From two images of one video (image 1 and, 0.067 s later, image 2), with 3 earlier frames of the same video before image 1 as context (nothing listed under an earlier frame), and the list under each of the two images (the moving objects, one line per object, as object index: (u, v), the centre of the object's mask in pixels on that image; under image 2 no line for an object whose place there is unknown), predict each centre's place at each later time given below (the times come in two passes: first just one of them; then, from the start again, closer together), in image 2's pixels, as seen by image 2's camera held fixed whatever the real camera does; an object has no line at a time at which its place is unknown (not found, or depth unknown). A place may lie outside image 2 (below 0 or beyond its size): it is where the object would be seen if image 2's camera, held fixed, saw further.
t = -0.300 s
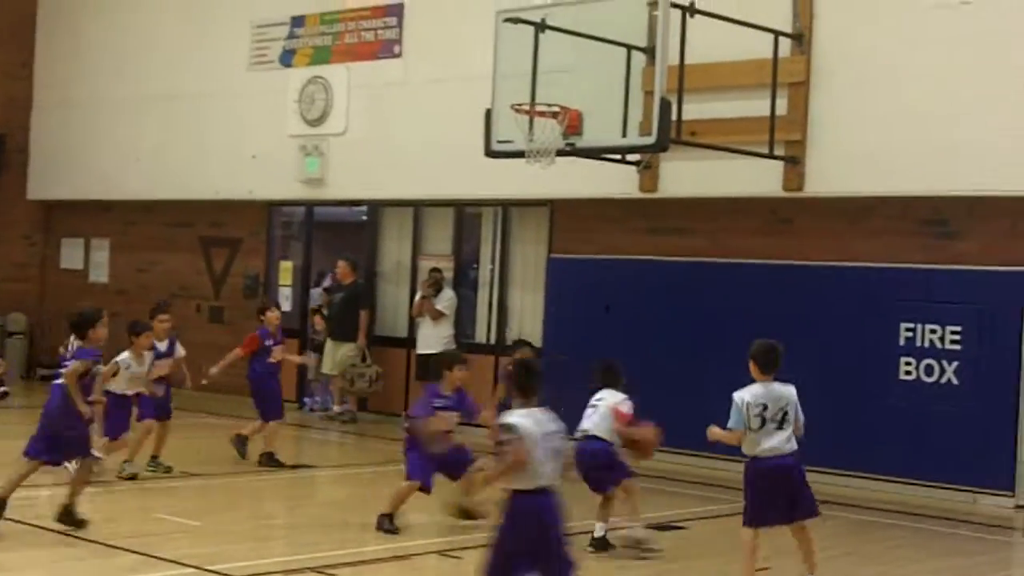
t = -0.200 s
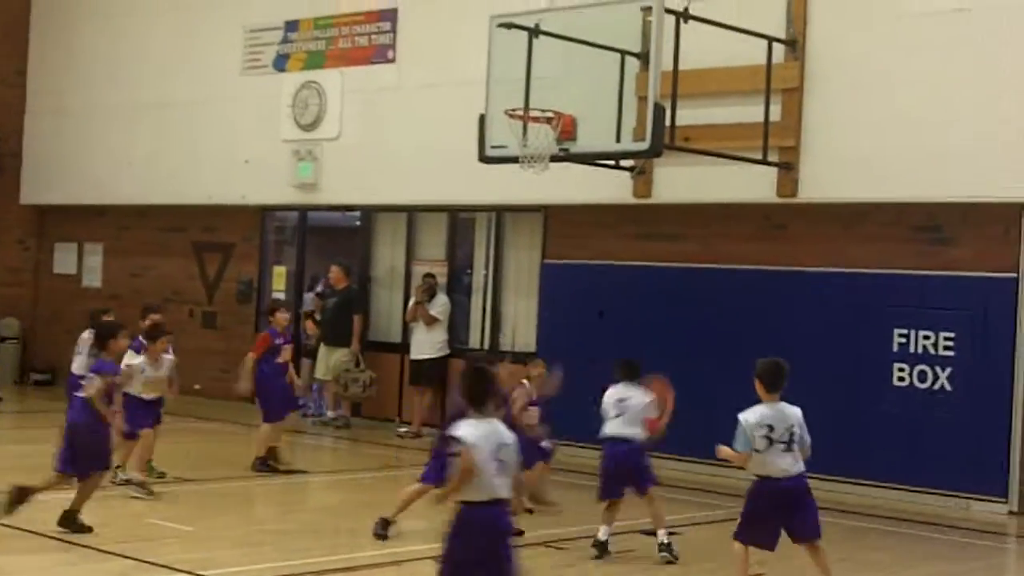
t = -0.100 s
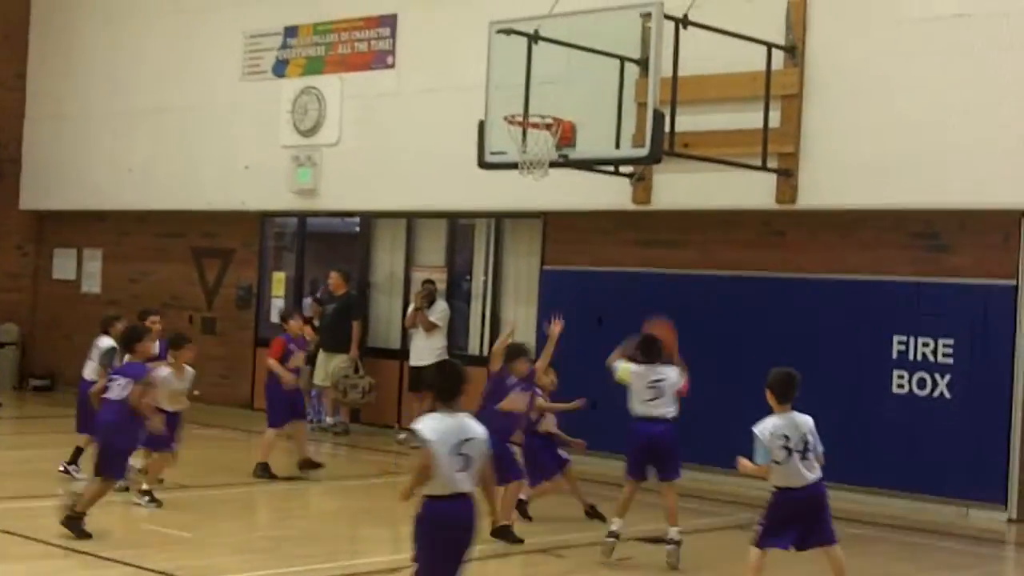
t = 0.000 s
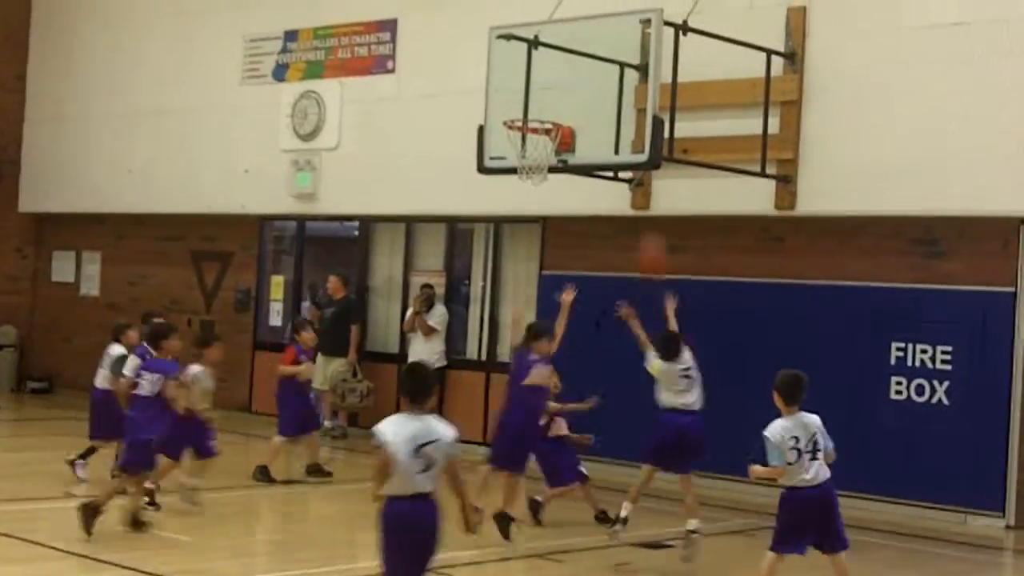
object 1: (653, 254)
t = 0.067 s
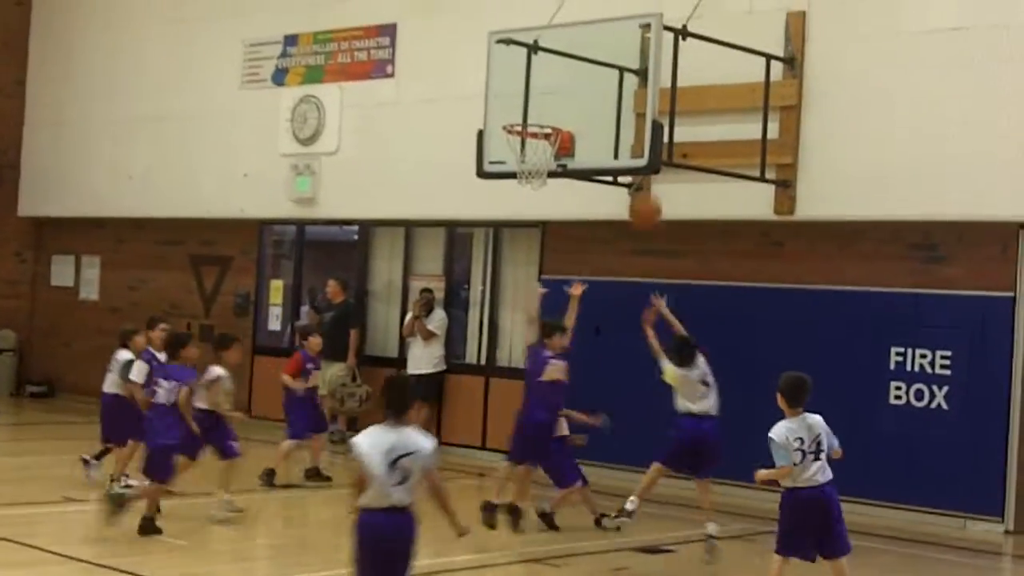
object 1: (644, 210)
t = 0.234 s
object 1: (628, 122)
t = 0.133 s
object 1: (639, 171)
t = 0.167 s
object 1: (637, 151)
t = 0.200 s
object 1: (632, 136)
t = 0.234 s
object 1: (628, 122)
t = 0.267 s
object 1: (627, 109)
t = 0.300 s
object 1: (624, 98)
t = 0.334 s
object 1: (621, 88)
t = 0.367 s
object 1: (618, 82)
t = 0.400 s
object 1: (616, 76)
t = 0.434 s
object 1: (613, 71)
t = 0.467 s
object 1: (610, 68)
